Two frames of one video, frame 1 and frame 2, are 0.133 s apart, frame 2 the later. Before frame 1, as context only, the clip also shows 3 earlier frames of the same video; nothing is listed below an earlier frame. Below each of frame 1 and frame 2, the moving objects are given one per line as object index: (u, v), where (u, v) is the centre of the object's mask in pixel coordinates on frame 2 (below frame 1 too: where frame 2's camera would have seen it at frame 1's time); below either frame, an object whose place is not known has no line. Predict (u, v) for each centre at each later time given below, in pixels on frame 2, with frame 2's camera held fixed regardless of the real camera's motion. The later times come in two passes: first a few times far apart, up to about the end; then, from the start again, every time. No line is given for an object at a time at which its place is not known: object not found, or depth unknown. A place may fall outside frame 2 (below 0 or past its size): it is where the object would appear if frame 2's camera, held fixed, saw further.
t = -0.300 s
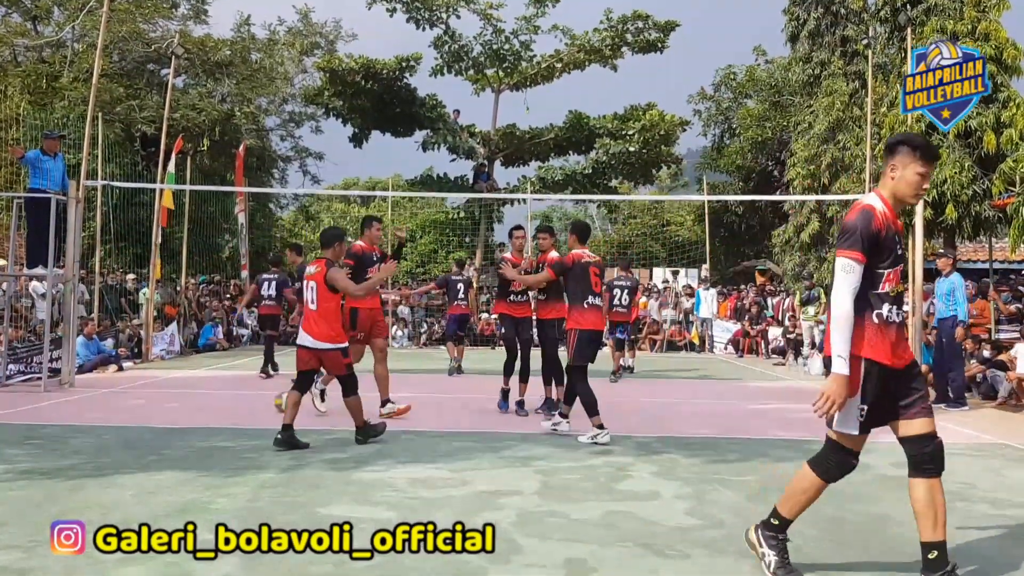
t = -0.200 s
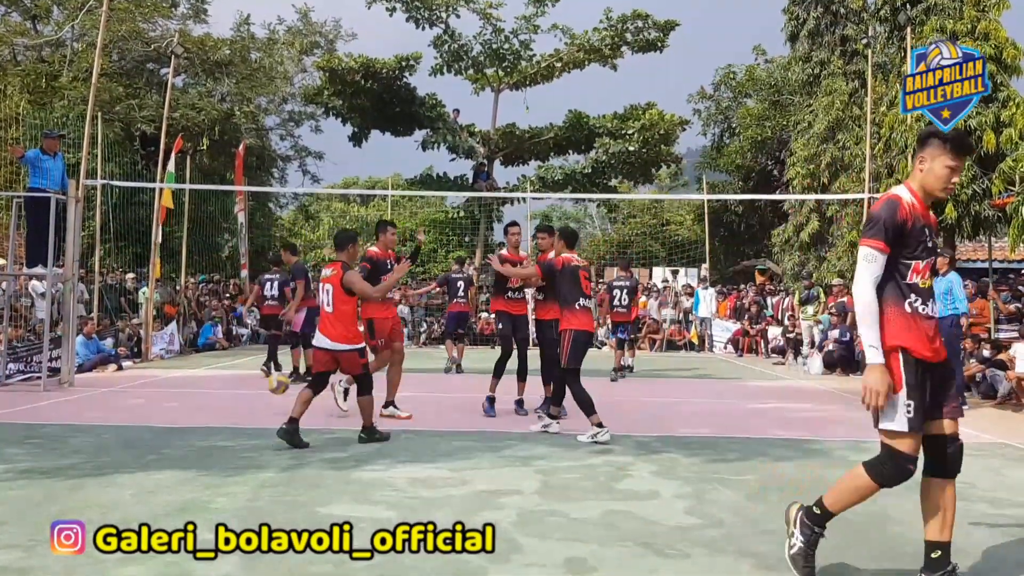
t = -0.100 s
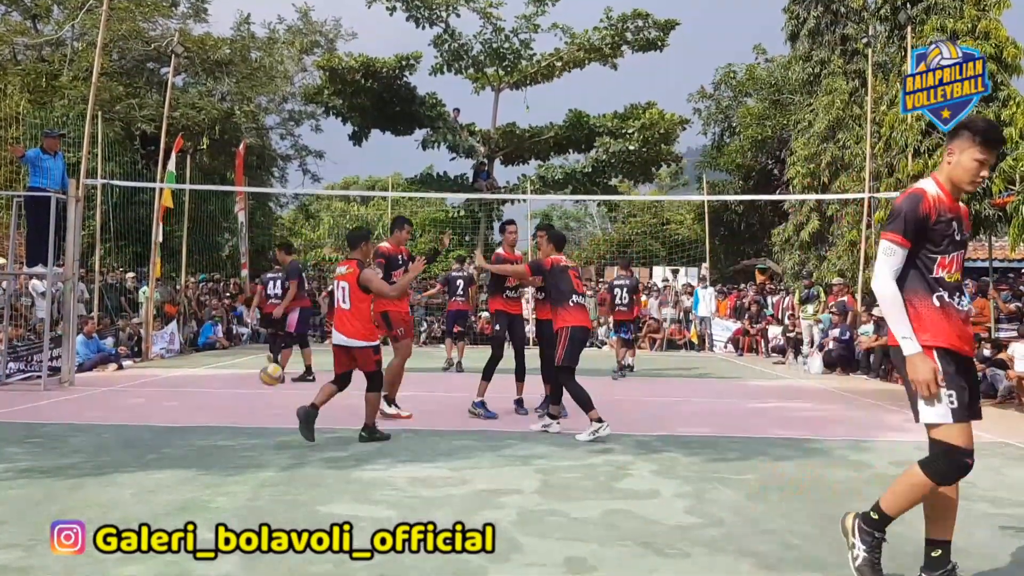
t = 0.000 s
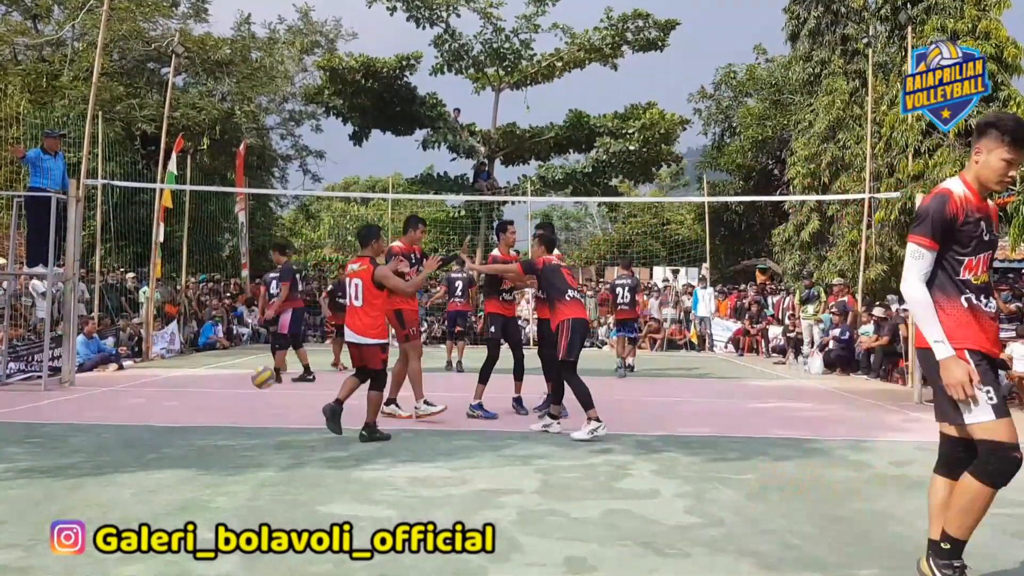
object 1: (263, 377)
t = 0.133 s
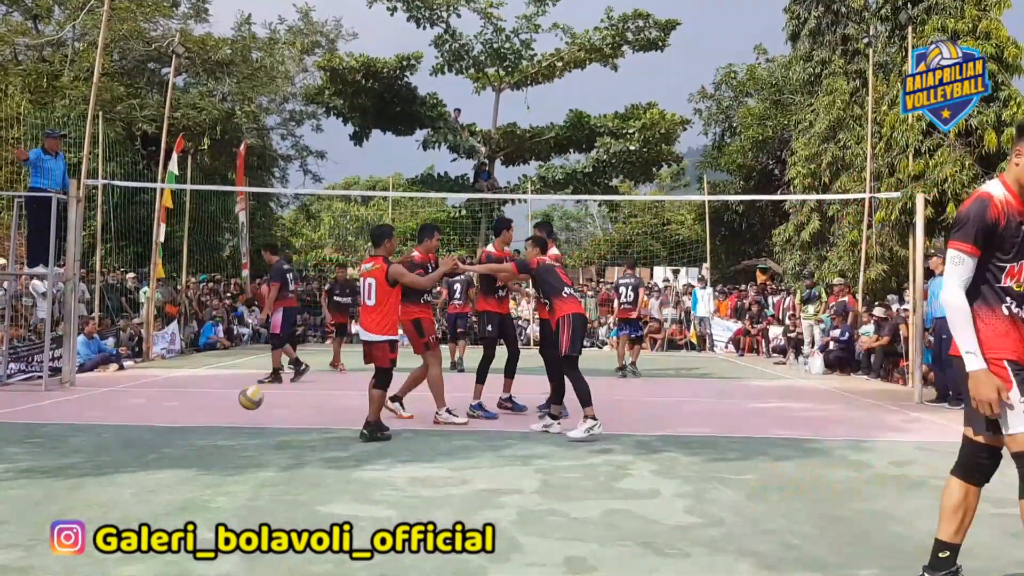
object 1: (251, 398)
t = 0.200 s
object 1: (244, 417)
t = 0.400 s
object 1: (226, 391)
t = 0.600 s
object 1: (203, 409)
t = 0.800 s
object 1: (180, 422)
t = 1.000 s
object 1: (155, 426)
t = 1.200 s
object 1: (125, 454)
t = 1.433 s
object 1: (83, 472)
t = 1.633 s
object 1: (40, 483)
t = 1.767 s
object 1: (13, 509)
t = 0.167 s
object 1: (248, 407)
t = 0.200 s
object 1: (244, 417)
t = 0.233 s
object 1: (241, 413)
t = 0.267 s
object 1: (238, 406)
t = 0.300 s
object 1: (235, 401)
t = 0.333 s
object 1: (232, 396)
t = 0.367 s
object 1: (229, 393)
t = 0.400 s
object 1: (226, 391)
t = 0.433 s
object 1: (221, 391)
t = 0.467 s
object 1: (218, 392)
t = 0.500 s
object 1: (215, 394)
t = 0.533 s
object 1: (211, 398)
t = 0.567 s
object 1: (208, 402)
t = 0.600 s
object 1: (203, 409)
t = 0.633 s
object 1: (200, 417)
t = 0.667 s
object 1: (195, 428)
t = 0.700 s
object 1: (191, 440)
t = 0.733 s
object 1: (188, 433)
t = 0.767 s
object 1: (184, 427)
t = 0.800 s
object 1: (180, 422)
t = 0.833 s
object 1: (177, 419)
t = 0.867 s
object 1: (173, 417)
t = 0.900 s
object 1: (168, 416)
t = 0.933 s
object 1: (164, 418)
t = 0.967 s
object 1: (160, 421)
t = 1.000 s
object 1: (155, 426)
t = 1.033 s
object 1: (150, 433)
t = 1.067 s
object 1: (145, 441)
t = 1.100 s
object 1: (139, 452)
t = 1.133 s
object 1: (135, 465)
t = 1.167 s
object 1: (130, 459)
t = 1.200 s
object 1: (125, 454)
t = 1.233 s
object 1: (120, 451)
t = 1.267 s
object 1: (114, 449)
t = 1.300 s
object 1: (108, 450)
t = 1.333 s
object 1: (102, 453)
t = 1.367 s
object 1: (96, 456)
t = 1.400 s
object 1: (89, 463)
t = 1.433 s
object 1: (83, 472)
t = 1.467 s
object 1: (76, 482)
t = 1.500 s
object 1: (69, 493)
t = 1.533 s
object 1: (62, 487)
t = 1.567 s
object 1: (55, 484)
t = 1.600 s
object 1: (47, 482)
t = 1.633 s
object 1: (40, 483)
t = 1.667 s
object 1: (31, 486)
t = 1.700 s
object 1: (23, 491)
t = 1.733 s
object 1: (17, 499)
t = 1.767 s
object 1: (13, 509)
